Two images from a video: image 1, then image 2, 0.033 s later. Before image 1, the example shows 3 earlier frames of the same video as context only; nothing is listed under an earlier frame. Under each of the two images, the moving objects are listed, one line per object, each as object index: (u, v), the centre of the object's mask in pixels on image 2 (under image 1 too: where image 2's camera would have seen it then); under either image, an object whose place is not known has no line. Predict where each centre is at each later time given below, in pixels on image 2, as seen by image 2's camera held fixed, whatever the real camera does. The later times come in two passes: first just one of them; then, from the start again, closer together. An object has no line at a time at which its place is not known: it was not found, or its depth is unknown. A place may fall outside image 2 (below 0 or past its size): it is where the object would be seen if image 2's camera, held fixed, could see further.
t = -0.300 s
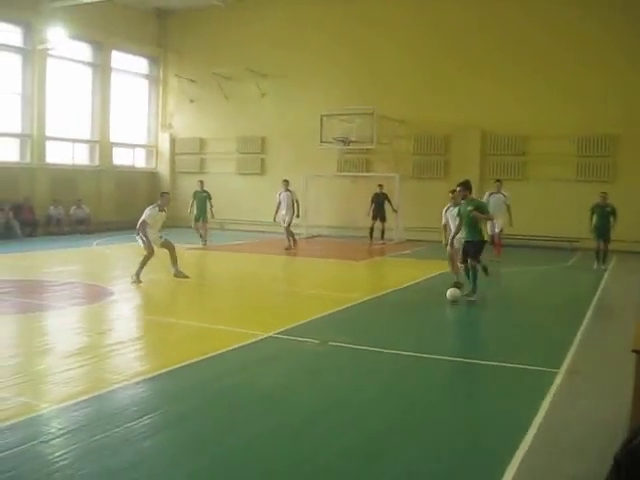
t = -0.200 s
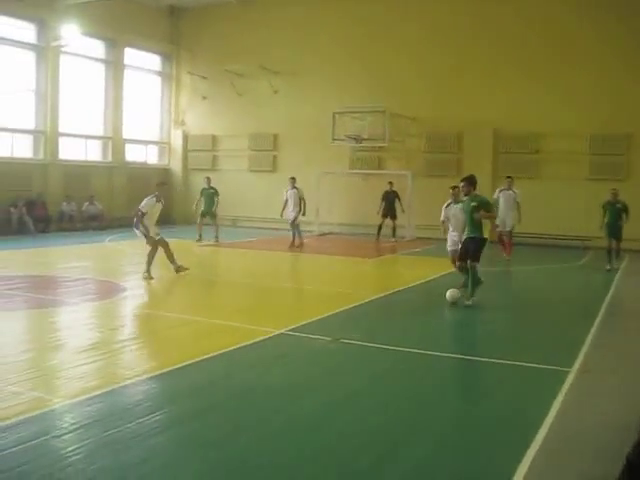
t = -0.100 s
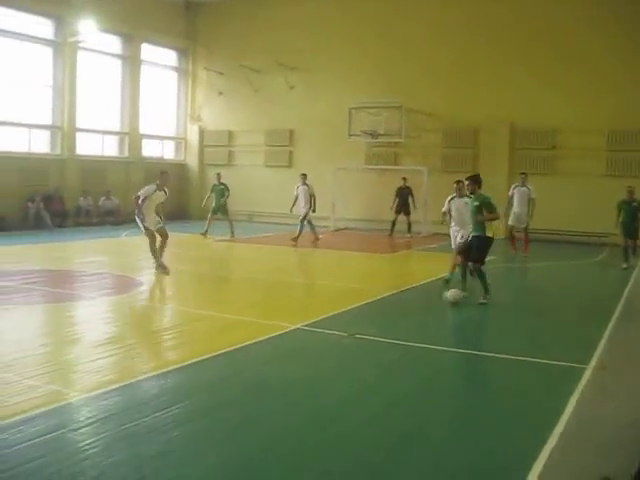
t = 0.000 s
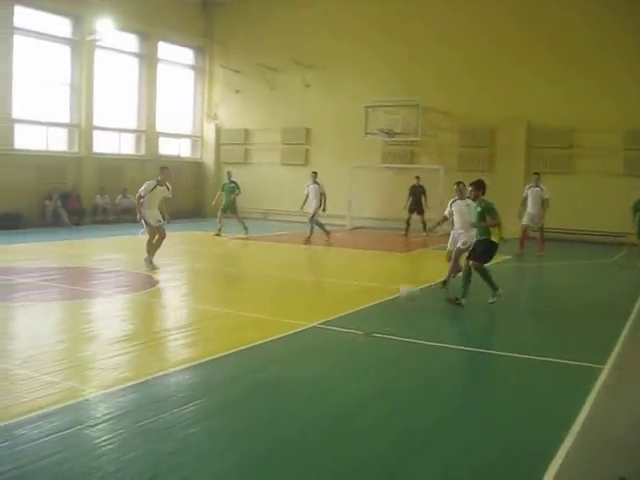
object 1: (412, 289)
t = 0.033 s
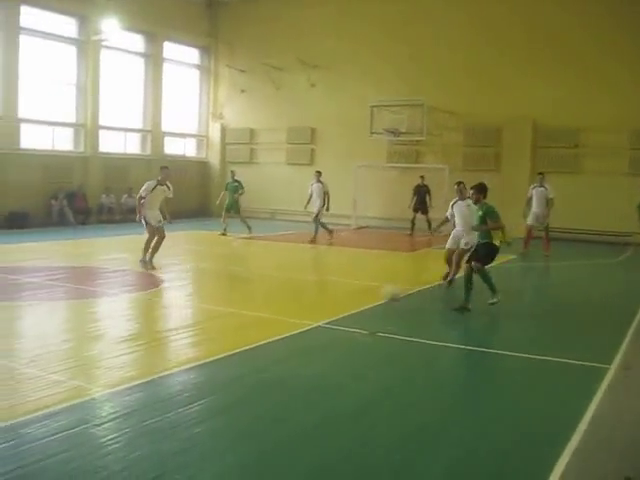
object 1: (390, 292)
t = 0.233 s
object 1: (231, 320)
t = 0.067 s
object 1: (367, 295)
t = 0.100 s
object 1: (341, 298)
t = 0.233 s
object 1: (231, 320)
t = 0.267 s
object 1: (206, 321)
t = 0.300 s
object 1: (179, 321)
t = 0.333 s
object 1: (150, 323)
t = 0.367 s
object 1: (120, 326)
